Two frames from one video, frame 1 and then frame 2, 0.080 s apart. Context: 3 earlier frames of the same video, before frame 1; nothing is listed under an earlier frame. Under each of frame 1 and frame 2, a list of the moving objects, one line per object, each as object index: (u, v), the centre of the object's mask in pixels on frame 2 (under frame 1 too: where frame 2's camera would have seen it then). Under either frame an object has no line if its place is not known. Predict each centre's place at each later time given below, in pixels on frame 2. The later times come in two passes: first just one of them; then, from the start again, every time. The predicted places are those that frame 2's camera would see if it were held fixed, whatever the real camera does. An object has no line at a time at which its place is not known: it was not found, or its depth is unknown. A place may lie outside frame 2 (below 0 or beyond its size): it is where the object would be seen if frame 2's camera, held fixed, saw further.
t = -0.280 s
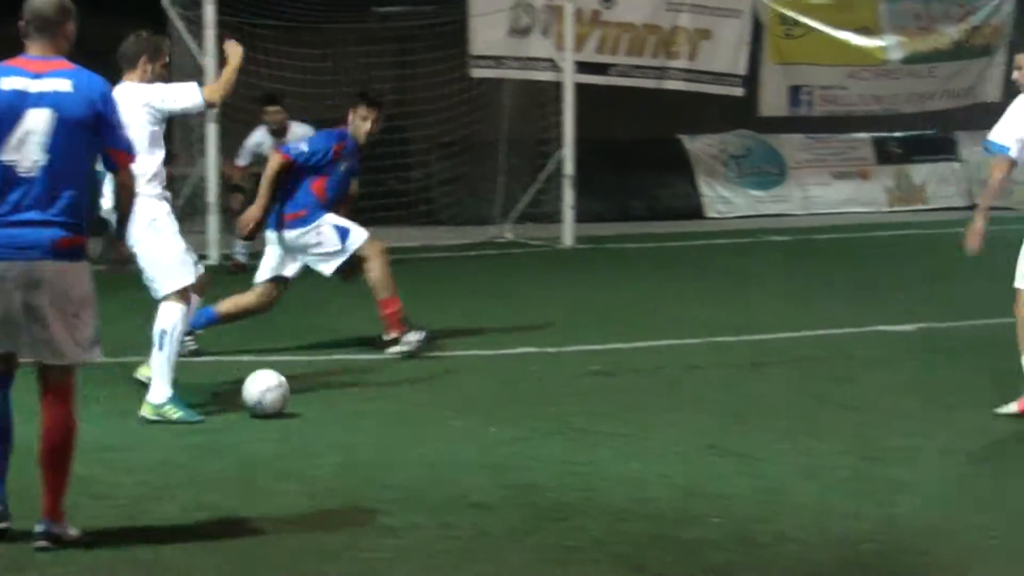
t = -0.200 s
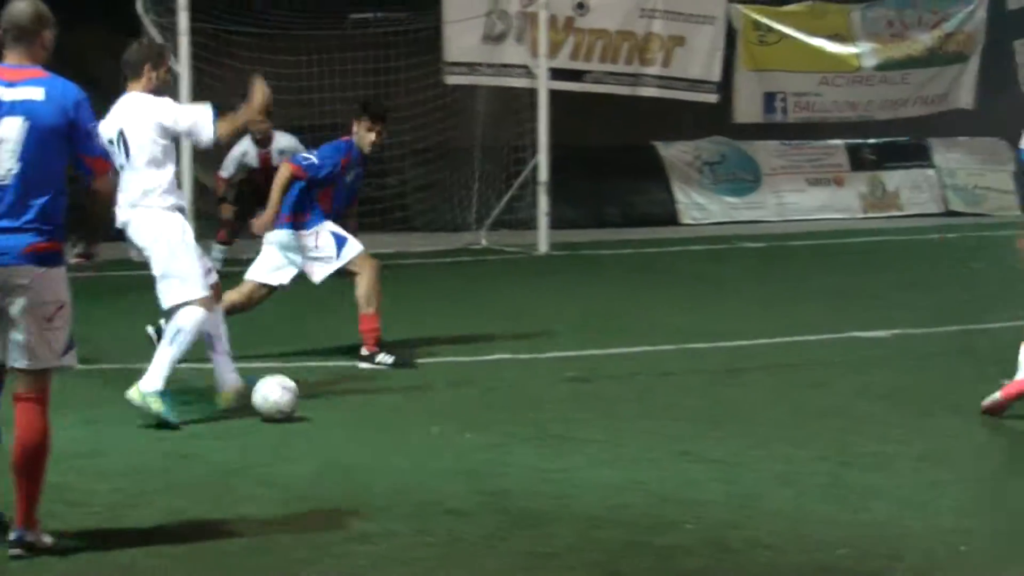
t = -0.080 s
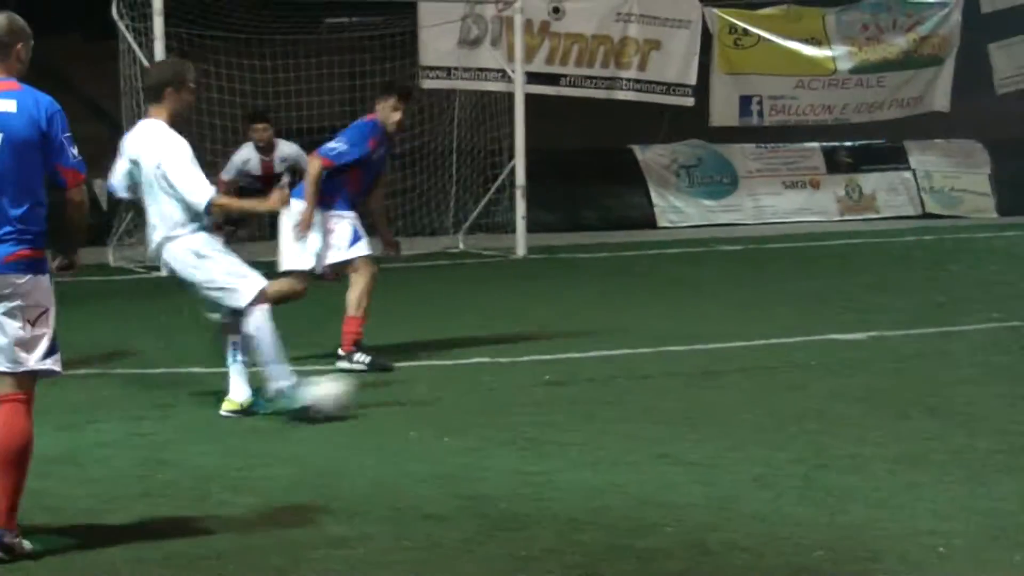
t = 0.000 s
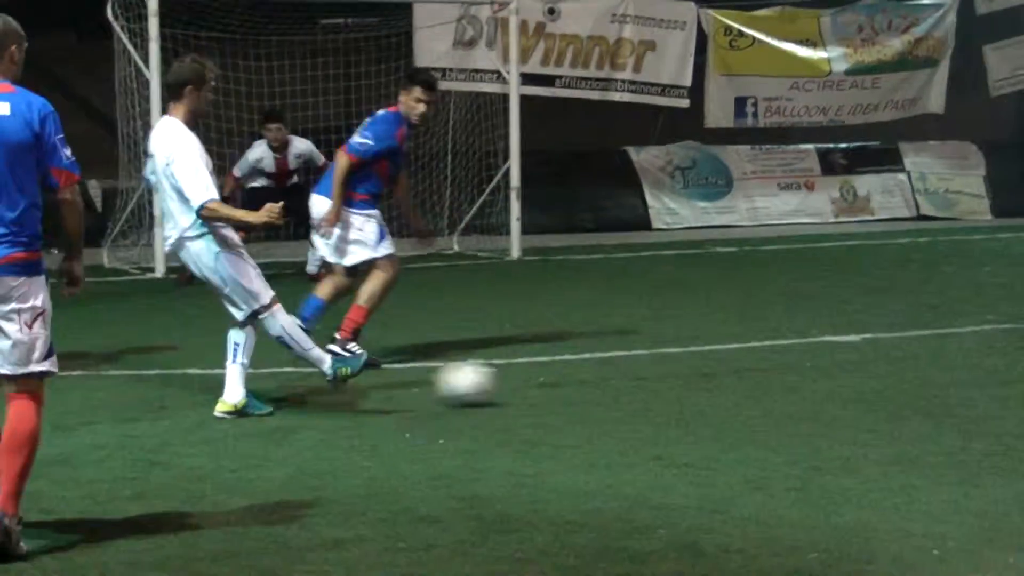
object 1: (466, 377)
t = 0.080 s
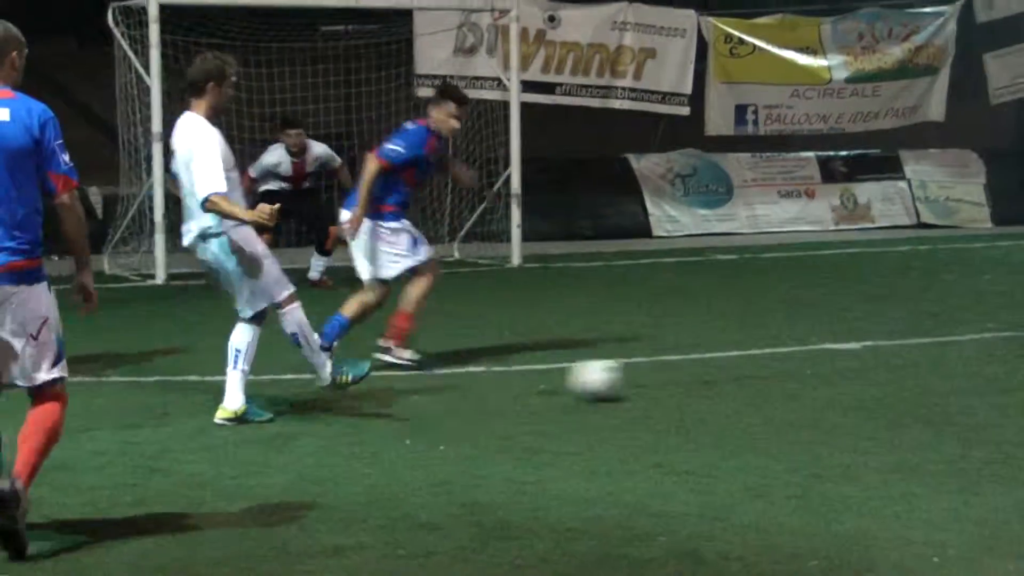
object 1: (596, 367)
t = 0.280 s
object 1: (857, 344)
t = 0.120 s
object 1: (658, 361)
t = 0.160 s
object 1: (712, 357)
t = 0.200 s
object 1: (763, 351)
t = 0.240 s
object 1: (811, 348)
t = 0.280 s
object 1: (857, 344)
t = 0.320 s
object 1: (901, 340)
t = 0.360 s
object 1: (942, 335)
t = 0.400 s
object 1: (980, 332)
